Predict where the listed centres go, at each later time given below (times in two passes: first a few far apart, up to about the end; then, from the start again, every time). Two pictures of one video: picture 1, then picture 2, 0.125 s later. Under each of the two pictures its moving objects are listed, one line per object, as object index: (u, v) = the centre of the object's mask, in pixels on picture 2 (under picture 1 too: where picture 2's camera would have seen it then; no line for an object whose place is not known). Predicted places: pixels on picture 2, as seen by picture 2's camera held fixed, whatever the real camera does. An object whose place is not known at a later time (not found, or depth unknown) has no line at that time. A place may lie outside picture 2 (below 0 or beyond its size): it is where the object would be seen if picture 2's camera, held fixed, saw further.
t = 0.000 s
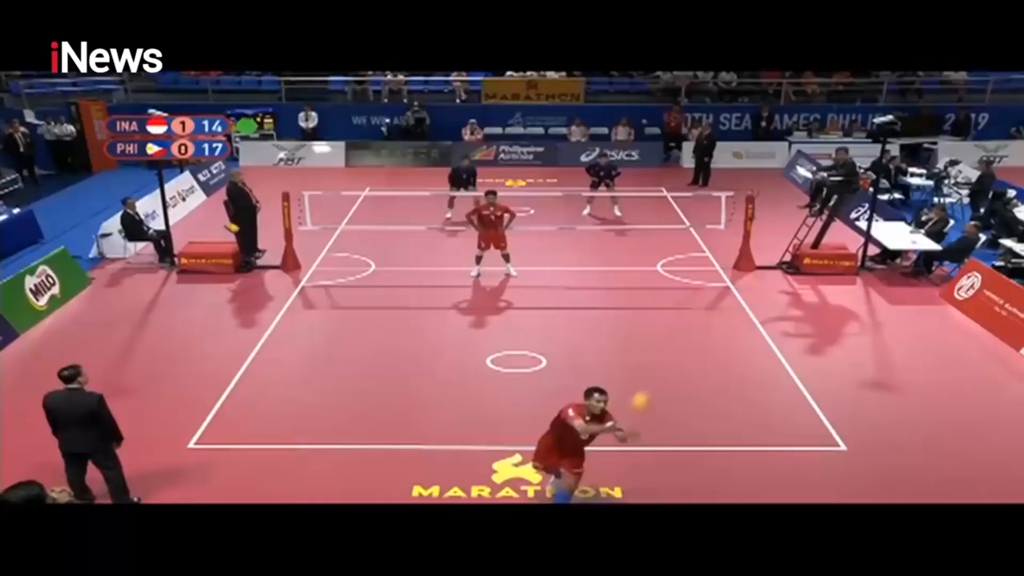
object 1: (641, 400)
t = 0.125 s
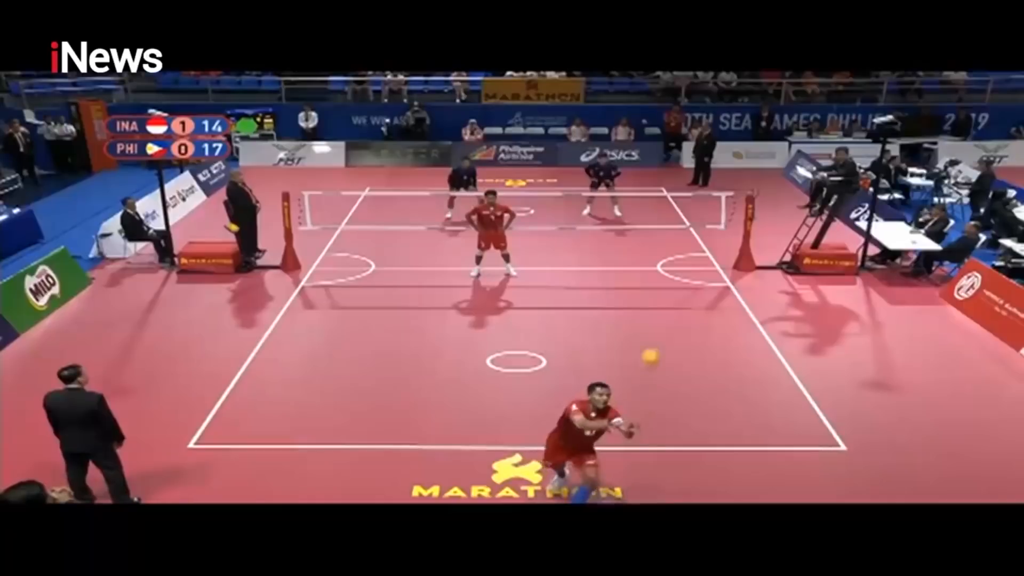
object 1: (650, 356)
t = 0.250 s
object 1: (660, 326)
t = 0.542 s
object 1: (678, 309)
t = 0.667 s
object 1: (683, 326)
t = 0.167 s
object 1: (654, 345)
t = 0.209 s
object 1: (657, 334)
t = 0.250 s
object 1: (660, 326)
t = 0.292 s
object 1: (663, 319)
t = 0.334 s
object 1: (666, 314)
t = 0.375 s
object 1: (669, 309)
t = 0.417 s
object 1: (671, 307)
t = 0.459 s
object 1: (673, 306)
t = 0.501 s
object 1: (676, 307)
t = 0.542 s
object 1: (678, 309)
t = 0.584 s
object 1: (680, 313)
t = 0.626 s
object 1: (682, 318)
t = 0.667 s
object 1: (683, 326)
